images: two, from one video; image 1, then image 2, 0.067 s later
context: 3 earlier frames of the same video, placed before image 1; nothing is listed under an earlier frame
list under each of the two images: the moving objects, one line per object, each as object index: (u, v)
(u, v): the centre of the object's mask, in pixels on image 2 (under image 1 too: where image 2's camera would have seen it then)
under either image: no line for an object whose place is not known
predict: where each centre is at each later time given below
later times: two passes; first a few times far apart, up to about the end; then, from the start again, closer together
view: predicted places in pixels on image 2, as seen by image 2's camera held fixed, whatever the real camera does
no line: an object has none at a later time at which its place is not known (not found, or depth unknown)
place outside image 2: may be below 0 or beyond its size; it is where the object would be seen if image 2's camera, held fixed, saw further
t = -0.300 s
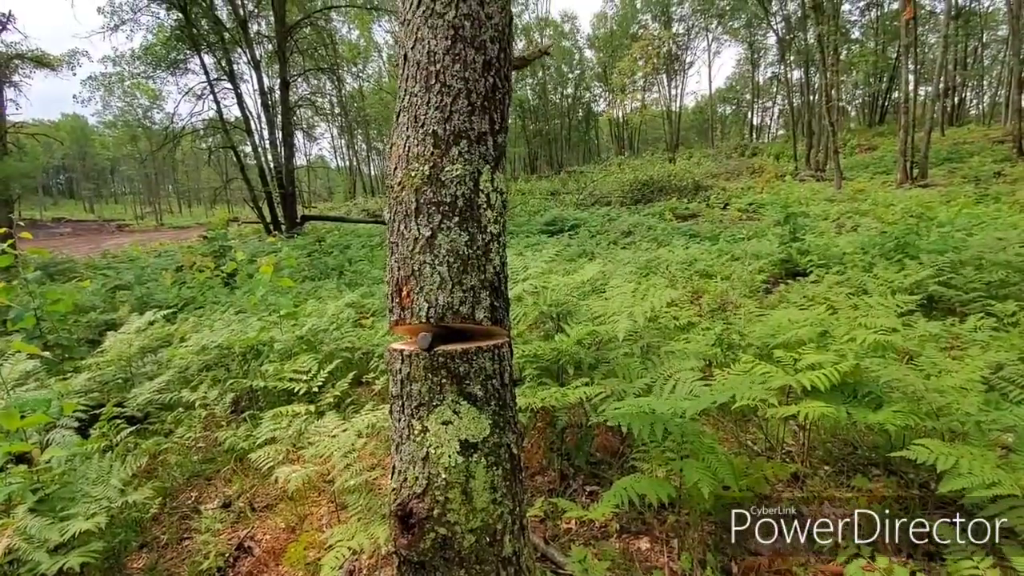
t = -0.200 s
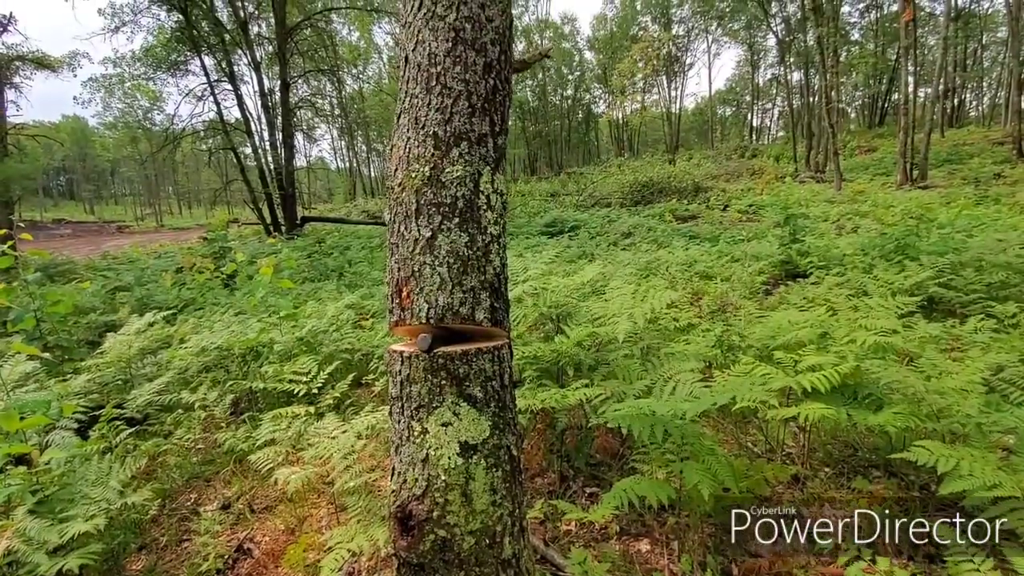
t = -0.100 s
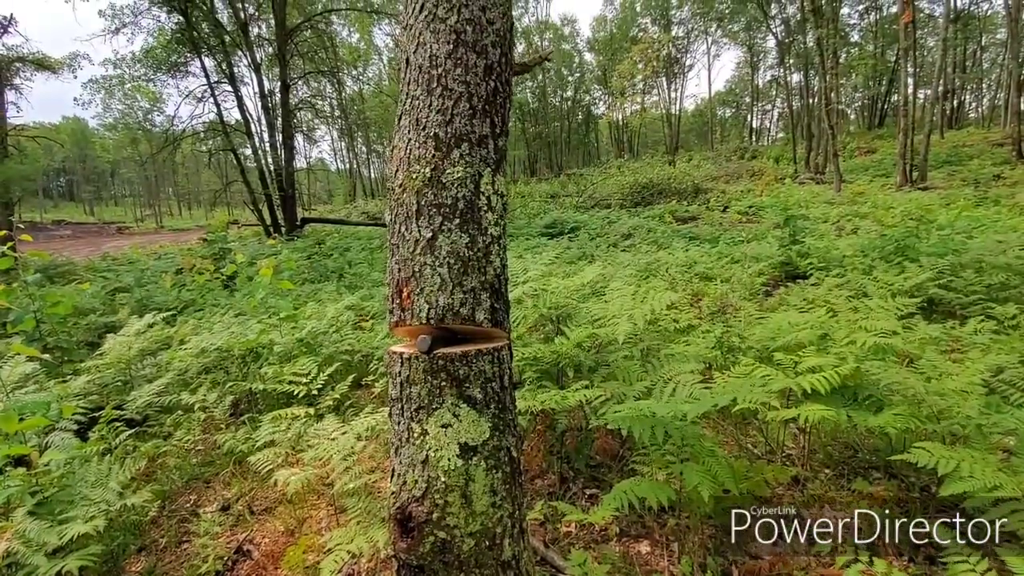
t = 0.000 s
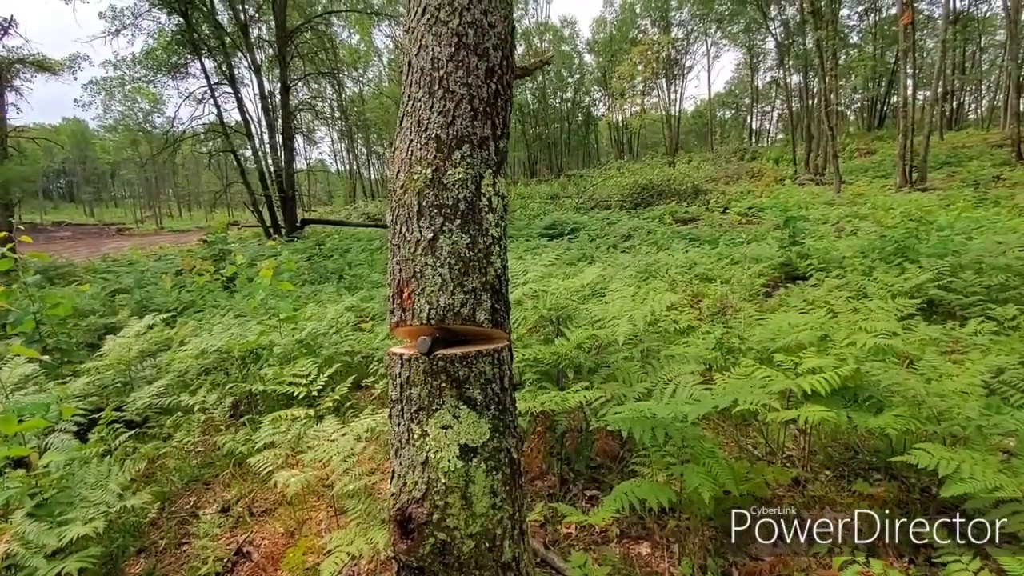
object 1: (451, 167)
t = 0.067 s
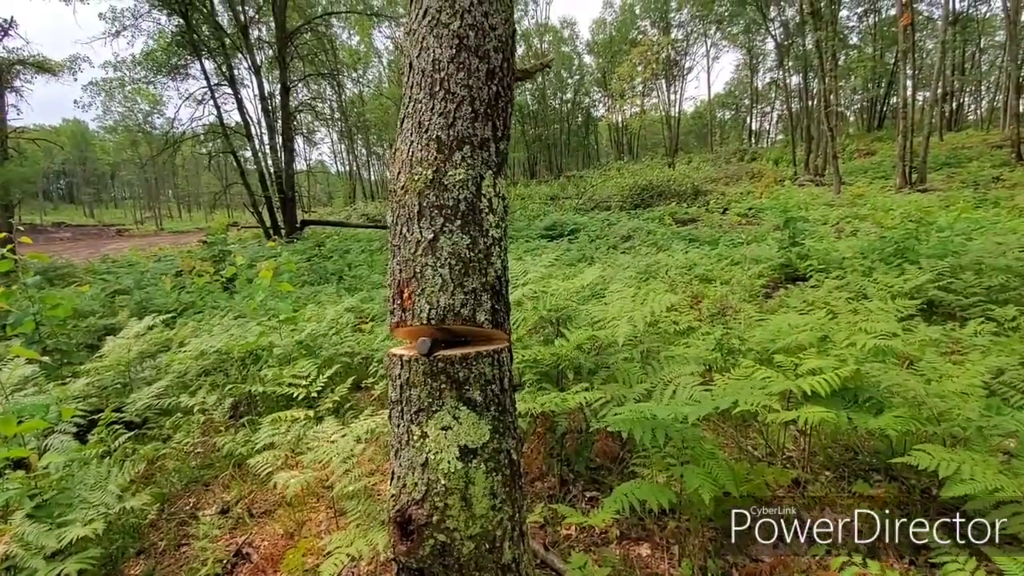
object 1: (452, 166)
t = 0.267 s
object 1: (455, 164)
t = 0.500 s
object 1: (458, 162)
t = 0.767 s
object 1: (463, 160)
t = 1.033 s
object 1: (469, 157)
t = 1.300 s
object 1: (476, 154)
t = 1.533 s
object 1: (484, 153)
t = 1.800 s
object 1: (493, 152)
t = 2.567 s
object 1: (543, 171)
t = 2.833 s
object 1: (557, 215)
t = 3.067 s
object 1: (574, 263)
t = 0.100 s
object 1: (453, 166)
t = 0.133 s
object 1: (453, 165)
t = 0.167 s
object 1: (454, 165)
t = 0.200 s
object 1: (454, 165)
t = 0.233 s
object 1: (455, 165)
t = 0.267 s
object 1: (455, 164)
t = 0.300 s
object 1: (455, 164)
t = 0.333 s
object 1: (456, 164)
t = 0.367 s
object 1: (456, 164)
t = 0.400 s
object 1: (457, 164)
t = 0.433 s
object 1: (457, 163)
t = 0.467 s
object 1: (458, 163)
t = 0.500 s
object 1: (458, 162)
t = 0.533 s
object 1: (459, 162)
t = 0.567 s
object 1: (460, 162)
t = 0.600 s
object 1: (460, 161)
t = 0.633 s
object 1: (461, 161)
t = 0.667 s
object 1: (461, 161)
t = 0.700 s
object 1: (462, 161)
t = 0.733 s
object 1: (462, 160)
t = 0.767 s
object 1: (463, 160)
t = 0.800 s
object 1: (464, 160)
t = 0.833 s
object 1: (464, 159)
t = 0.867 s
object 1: (465, 159)
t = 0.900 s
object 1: (466, 159)
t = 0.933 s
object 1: (467, 158)
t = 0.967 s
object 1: (468, 158)
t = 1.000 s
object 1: (468, 157)
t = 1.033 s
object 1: (469, 157)
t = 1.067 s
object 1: (470, 156)
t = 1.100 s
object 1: (471, 156)
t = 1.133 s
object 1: (472, 156)
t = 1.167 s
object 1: (472, 156)
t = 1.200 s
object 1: (473, 155)
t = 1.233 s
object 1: (474, 155)
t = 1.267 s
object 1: (475, 154)
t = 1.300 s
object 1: (476, 154)
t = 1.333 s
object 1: (477, 155)
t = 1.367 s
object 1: (478, 155)
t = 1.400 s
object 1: (479, 155)
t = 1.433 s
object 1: (480, 154)
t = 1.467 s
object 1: (481, 154)
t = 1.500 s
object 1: (482, 154)
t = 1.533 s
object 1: (484, 153)
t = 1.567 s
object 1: (485, 153)
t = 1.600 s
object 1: (486, 152)
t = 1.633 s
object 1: (487, 152)
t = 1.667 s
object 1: (489, 152)
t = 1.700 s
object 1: (490, 152)
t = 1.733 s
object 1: (491, 152)
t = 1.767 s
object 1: (492, 152)
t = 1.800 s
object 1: (493, 152)
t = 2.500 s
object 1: (539, 161)
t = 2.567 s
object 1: (543, 171)
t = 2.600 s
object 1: (545, 175)
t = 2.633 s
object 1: (546, 181)
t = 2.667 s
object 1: (547, 188)
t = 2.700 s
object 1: (549, 193)
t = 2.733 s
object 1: (551, 197)
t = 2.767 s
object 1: (552, 204)
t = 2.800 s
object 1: (555, 209)
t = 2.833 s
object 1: (557, 215)
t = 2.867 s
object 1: (558, 223)
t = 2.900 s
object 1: (560, 230)
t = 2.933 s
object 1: (564, 234)
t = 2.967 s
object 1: (565, 242)
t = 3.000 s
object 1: (568, 250)
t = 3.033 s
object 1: (570, 256)
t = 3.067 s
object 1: (574, 263)
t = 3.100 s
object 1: (575, 271)
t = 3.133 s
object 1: (578, 278)
